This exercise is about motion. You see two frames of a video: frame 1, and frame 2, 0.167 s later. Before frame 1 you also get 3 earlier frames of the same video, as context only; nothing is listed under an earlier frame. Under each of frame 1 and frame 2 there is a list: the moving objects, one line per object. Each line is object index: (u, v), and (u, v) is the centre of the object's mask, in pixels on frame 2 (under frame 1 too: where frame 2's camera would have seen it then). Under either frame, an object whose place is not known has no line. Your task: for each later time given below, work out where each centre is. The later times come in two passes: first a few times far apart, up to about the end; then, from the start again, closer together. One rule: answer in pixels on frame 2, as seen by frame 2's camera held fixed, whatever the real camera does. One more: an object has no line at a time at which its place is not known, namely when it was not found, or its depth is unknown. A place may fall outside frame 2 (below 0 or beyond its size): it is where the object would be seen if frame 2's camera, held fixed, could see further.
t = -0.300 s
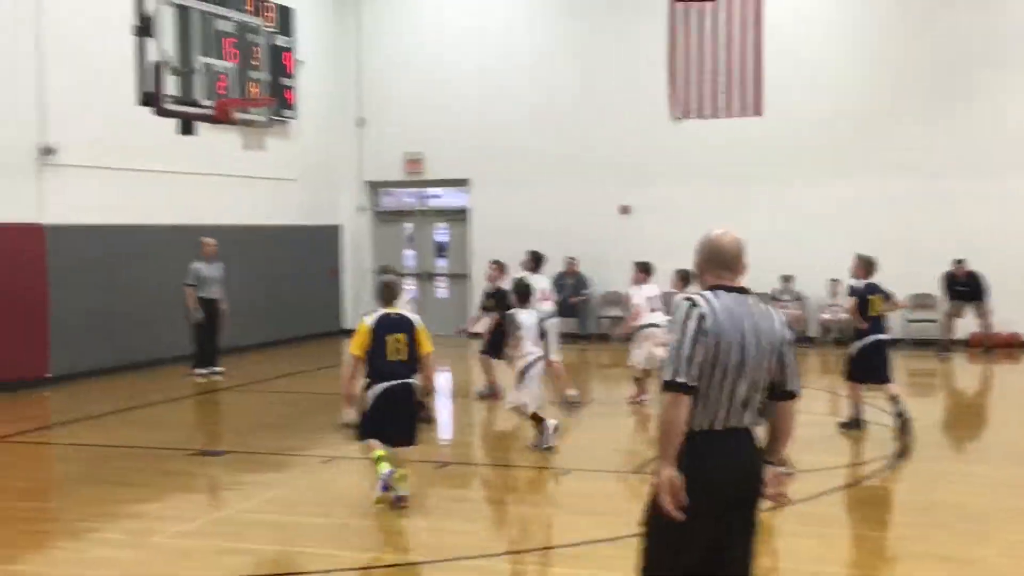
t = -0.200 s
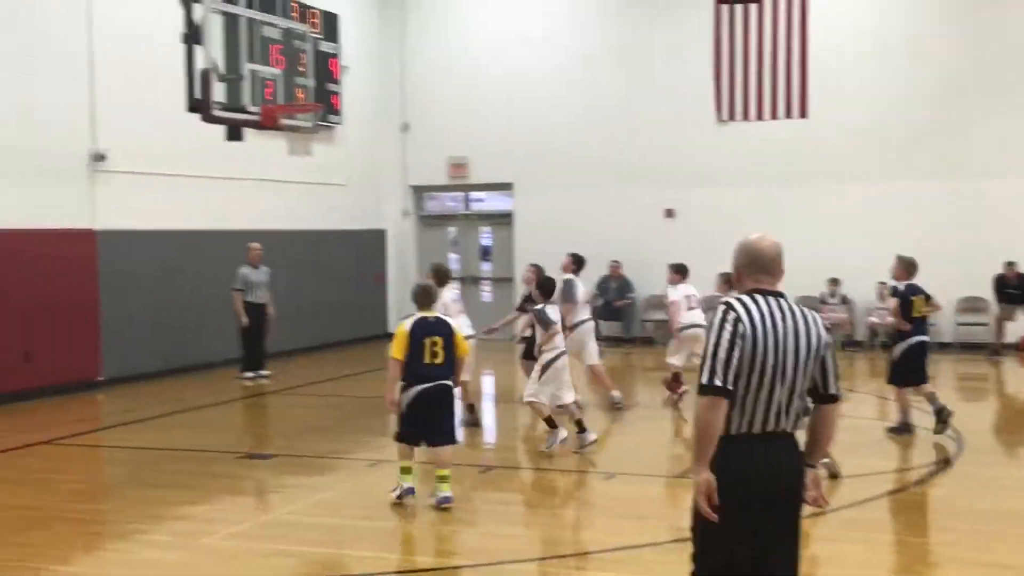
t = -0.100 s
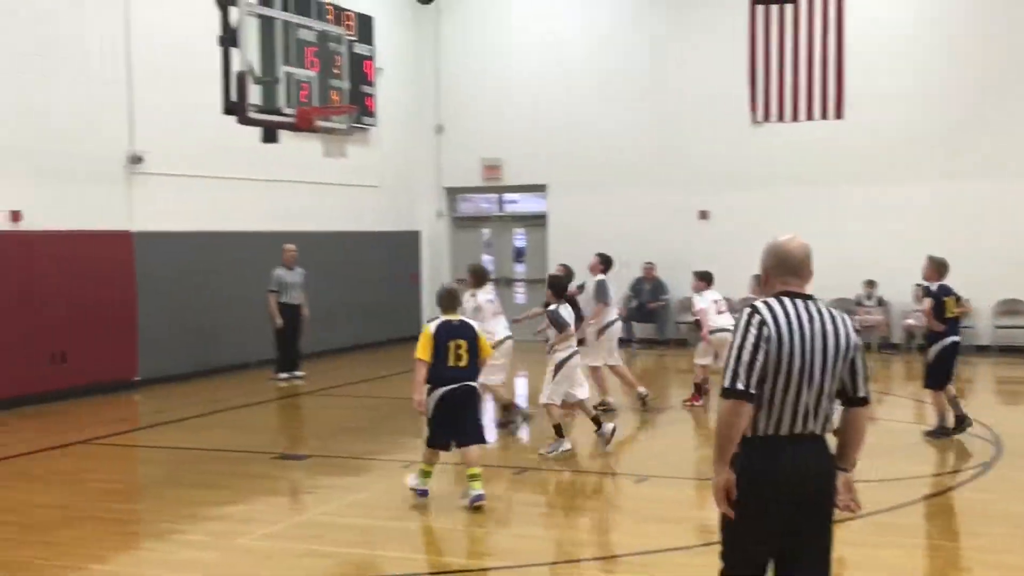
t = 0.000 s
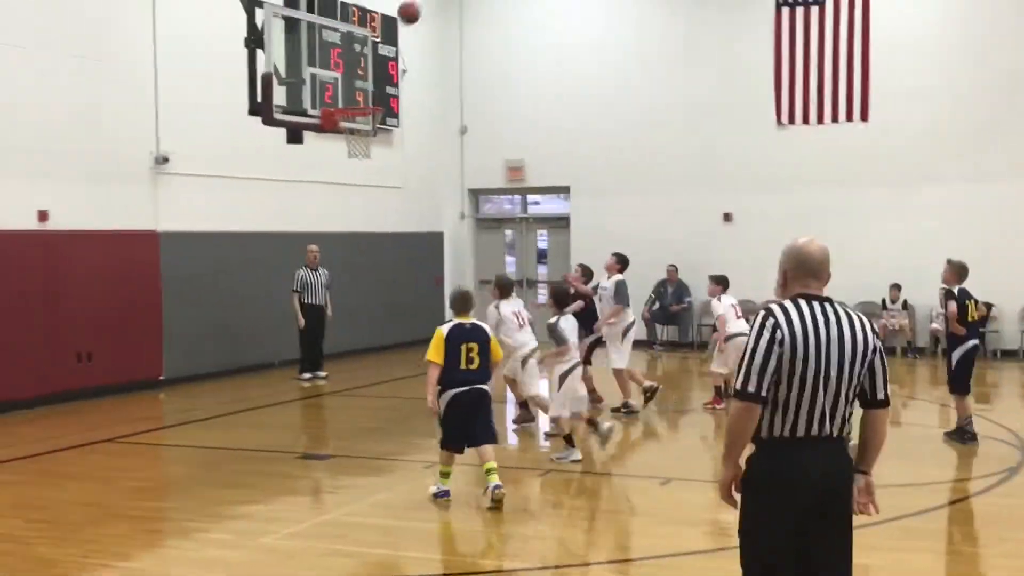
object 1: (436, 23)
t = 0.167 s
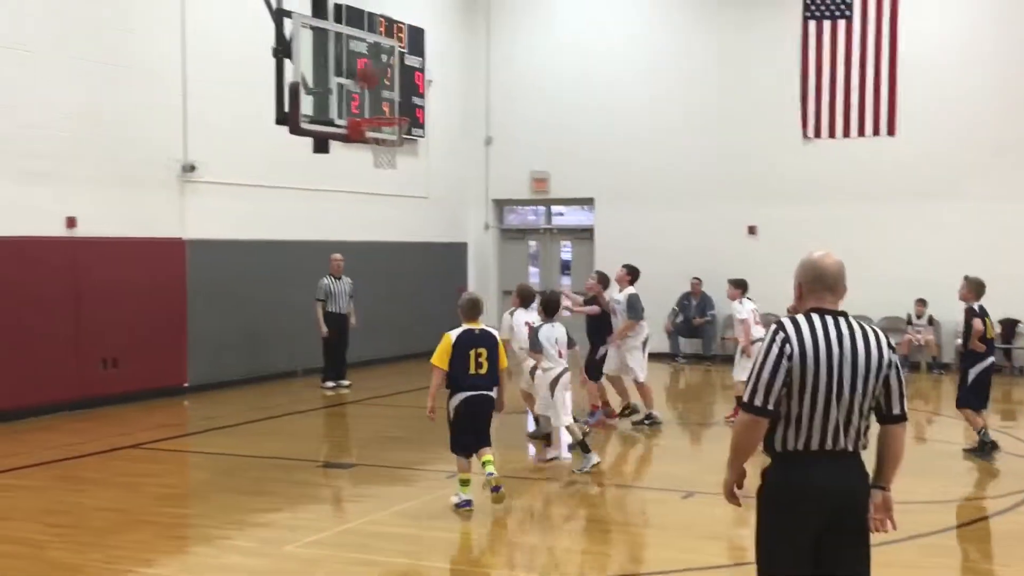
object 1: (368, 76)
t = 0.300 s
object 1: (391, 110)
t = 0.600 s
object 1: (383, 155)
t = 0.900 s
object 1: (398, 240)
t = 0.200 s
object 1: (370, 85)
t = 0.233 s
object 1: (377, 92)
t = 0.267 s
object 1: (384, 102)
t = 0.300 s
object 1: (391, 110)
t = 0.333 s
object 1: (394, 119)
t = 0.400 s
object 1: (382, 133)
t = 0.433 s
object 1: (378, 135)
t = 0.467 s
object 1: (377, 140)
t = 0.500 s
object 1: (378, 144)
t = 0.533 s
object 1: (379, 148)
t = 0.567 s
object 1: (381, 150)
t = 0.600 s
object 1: (383, 155)
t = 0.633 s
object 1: (384, 161)
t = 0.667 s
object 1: (386, 166)
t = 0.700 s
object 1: (388, 174)
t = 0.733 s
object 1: (389, 182)
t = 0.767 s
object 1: (391, 191)
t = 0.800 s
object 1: (393, 201)
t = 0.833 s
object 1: (394, 212)
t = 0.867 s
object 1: (396, 225)
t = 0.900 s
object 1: (398, 240)
